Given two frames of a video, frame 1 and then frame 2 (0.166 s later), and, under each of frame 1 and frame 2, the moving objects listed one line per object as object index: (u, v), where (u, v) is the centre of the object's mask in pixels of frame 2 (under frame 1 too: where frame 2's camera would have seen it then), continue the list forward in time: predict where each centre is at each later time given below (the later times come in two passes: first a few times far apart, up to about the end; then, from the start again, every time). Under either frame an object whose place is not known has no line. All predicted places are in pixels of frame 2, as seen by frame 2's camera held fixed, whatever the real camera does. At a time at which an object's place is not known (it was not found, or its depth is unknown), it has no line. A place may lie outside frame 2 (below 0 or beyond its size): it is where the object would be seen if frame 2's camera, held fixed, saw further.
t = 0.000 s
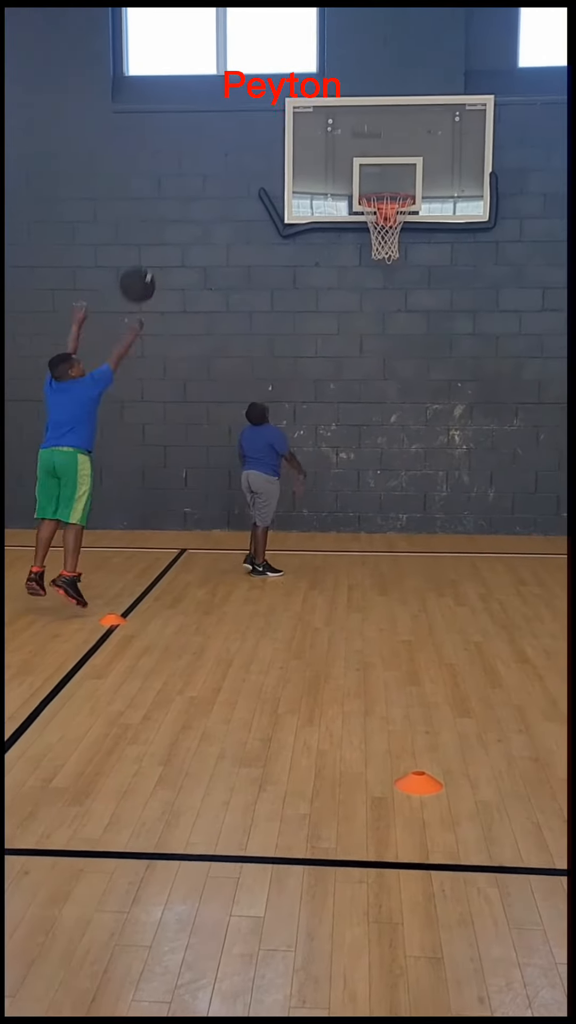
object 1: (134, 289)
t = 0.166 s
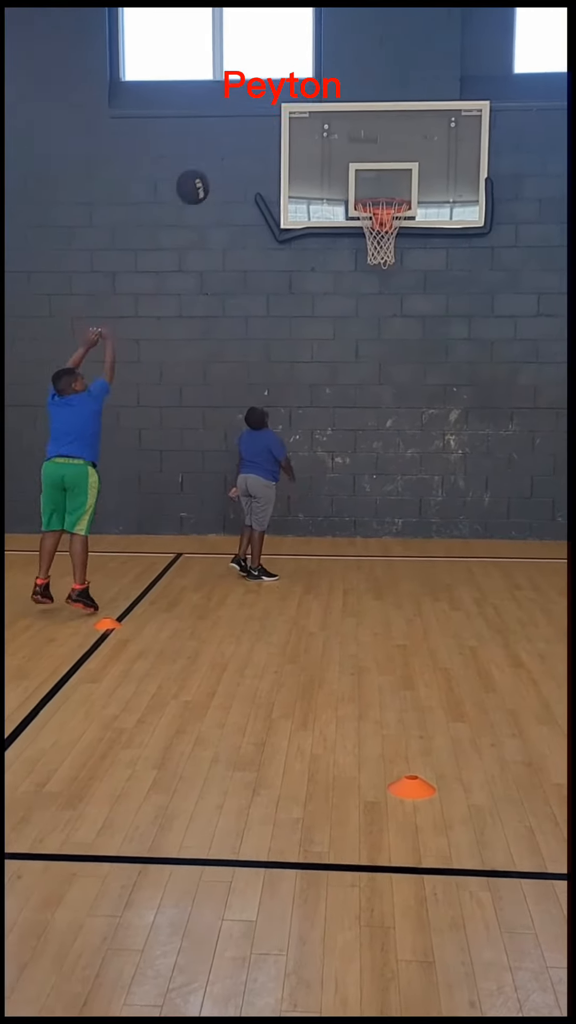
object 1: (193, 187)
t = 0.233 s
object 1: (215, 160)
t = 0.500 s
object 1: (295, 118)
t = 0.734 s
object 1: (351, 155)
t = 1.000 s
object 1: (385, 215)
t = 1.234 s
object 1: (356, 257)
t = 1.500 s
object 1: (346, 340)
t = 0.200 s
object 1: (204, 172)
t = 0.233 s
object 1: (215, 160)
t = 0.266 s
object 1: (226, 149)
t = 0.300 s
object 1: (236, 140)
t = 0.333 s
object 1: (246, 132)
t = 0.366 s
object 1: (257, 126)
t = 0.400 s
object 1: (266, 122)
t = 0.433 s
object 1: (276, 120)
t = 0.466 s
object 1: (286, 119)
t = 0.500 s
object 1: (295, 118)
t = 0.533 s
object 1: (304, 120)
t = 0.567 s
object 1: (309, 122)
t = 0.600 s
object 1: (319, 126)
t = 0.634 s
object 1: (327, 132)
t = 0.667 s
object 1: (335, 138)
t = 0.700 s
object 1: (344, 146)
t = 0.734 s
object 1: (351, 155)
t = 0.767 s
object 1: (359, 166)
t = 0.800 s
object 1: (367, 178)
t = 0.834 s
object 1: (375, 187)
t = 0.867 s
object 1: (381, 188)
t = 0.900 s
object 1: (387, 198)
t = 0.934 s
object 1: (391, 205)
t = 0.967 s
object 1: (389, 211)
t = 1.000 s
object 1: (385, 215)
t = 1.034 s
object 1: (380, 220)
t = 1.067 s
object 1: (372, 223)
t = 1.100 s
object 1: (363, 236)
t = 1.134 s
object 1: (363, 249)
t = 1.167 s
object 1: (360, 251)
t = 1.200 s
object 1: (358, 253)
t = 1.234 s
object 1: (356, 257)
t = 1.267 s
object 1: (354, 263)
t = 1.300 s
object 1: (352, 270)
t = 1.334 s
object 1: (351, 279)
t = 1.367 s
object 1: (350, 288)
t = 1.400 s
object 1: (348, 299)
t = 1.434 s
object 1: (346, 312)
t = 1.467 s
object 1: (344, 327)
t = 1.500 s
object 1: (346, 340)
